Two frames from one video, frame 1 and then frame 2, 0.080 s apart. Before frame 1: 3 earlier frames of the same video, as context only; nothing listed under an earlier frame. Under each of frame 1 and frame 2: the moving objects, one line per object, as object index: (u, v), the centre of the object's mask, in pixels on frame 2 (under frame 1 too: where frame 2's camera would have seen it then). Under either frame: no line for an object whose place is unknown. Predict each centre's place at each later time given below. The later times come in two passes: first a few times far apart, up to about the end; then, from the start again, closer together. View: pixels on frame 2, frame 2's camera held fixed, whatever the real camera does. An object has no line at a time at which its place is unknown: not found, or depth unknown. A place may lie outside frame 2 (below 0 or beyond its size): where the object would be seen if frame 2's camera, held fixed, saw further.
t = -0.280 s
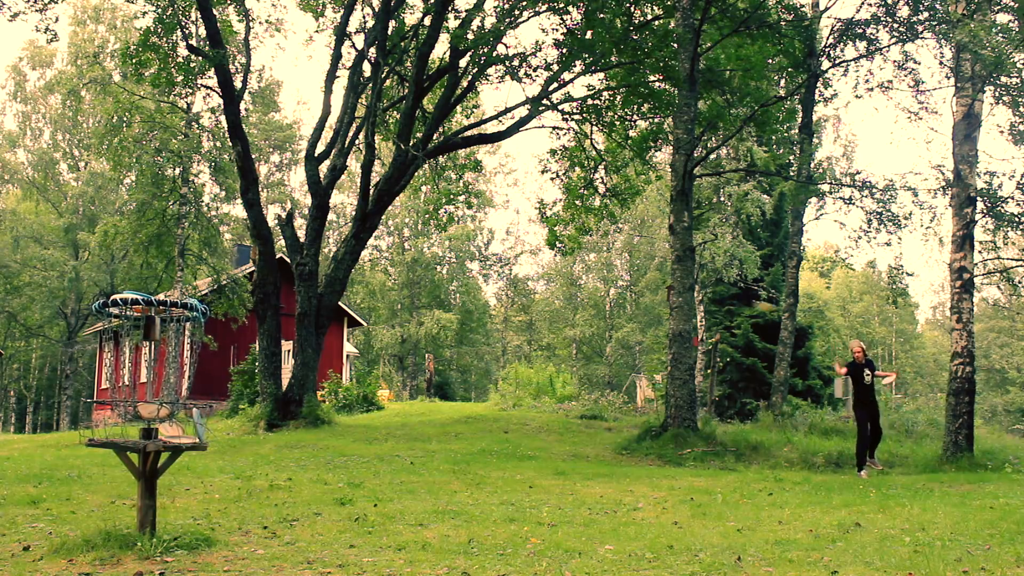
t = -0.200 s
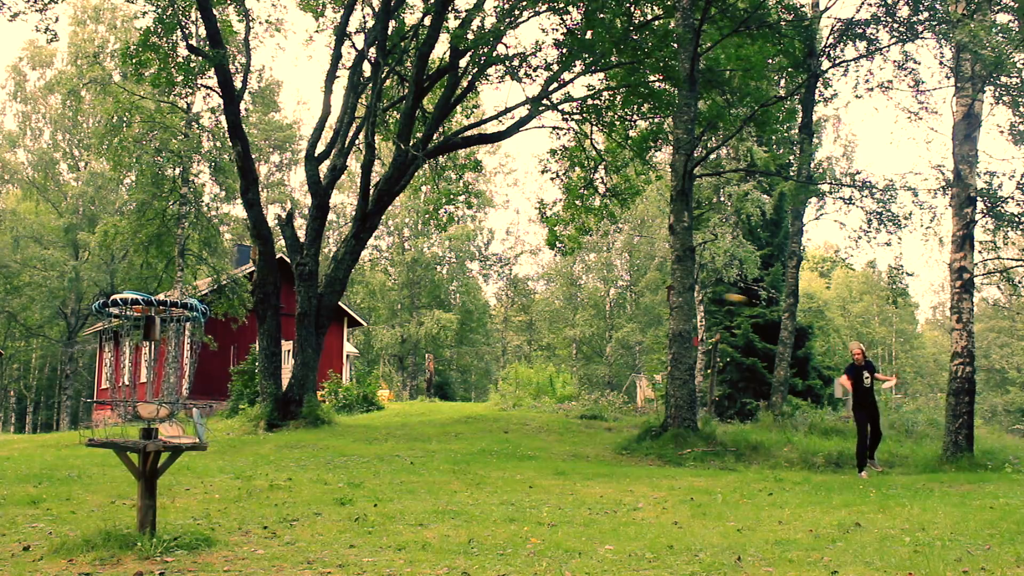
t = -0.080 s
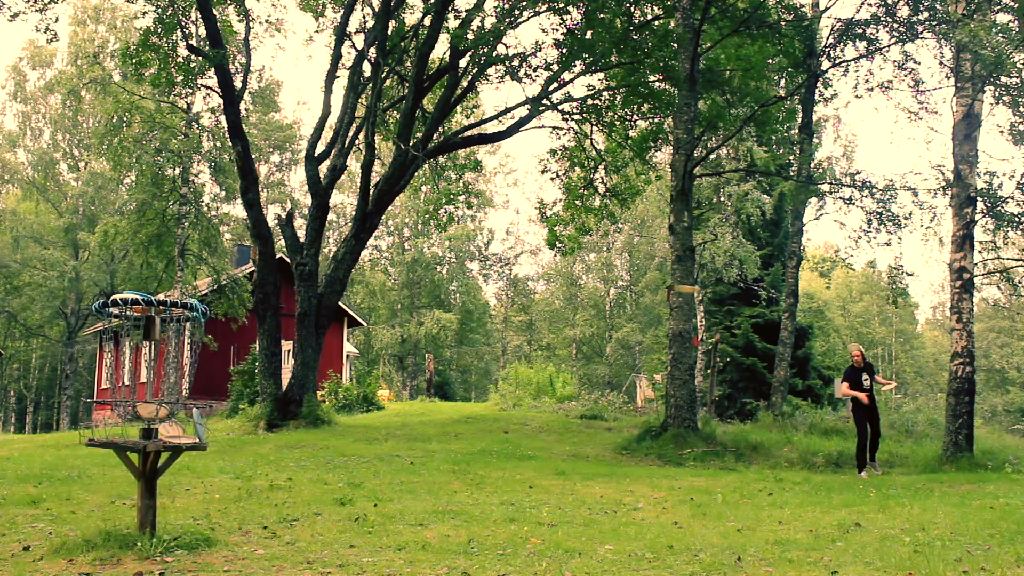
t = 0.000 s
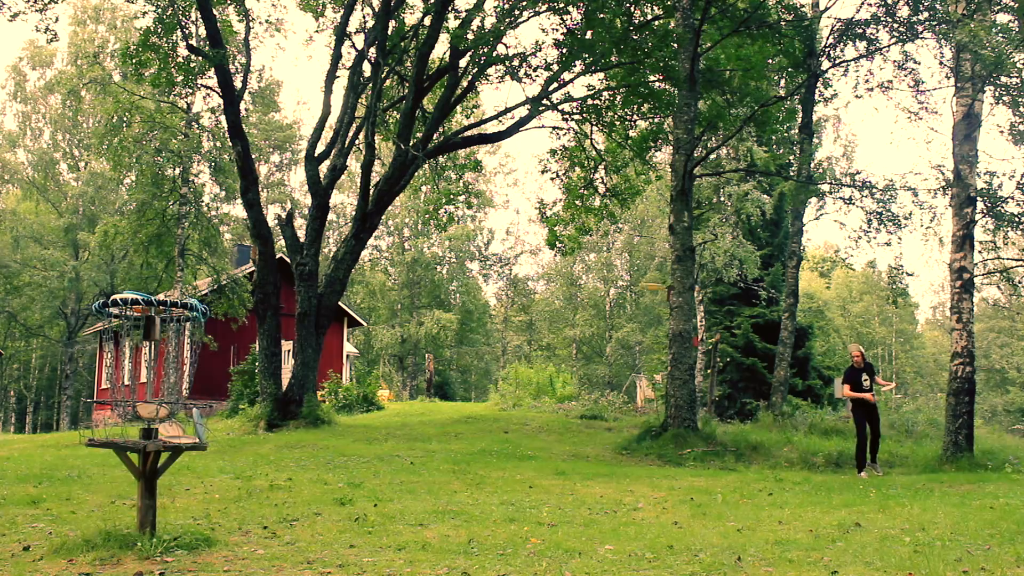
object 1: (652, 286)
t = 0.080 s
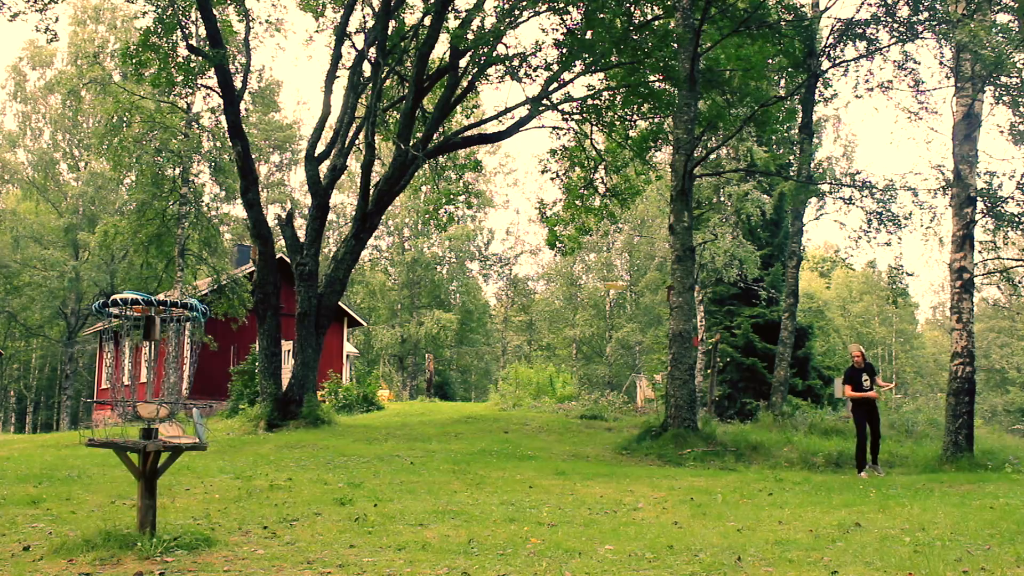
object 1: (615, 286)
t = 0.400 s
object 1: (431, 301)
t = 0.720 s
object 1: (196, 362)
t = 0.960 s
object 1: (151, 392)
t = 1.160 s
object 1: (158, 395)
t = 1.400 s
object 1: (164, 394)
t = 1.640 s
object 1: (170, 400)
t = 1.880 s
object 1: (161, 397)
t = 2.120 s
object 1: (160, 396)
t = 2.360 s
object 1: (159, 396)
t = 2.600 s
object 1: (162, 396)
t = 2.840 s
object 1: (165, 395)
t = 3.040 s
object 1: (165, 396)
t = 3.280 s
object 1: (163, 395)
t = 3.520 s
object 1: (151, 394)
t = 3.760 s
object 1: (163, 394)
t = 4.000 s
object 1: (164, 394)
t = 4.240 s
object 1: (165, 395)
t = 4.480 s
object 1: (163, 396)
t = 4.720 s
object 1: (160, 396)
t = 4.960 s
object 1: (160, 396)
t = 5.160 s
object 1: (161, 396)
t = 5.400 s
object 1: (154, 395)
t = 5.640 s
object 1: (163, 395)
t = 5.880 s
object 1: (163, 395)
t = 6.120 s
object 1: (161, 395)
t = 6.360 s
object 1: (153, 394)
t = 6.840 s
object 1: (154, 395)
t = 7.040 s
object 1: (157, 396)
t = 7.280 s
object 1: (154, 395)
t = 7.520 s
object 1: (156, 395)
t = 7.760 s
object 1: (152, 394)
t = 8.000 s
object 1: (153, 394)
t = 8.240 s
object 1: (152, 394)
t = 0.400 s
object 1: (431, 301)
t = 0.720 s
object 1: (196, 362)
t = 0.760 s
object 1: (179, 373)
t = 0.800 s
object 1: (168, 382)
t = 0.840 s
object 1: (159, 389)
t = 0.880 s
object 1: (158, 392)
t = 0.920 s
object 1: (155, 393)
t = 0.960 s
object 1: (151, 392)
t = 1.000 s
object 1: (150, 394)
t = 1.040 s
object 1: (157, 395)
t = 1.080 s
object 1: (156, 395)
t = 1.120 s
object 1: (158, 394)
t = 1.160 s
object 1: (158, 395)
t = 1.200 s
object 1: (149, 394)
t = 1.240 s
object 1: (150, 394)
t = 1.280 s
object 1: (151, 394)
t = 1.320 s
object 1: (153, 395)
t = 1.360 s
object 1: (162, 395)
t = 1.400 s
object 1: (164, 394)
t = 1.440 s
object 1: (164, 395)
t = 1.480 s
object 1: (166, 397)
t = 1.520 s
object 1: (162, 393)
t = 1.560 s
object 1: (171, 399)
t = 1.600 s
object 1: (171, 400)
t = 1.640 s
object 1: (170, 400)
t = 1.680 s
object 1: (173, 399)
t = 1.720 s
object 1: (170, 400)
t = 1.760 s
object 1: (165, 398)
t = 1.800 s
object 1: (164, 397)
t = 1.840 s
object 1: (163, 397)
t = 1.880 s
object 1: (161, 397)
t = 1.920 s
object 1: (160, 396)
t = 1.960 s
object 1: (160, 396)
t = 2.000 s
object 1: (160, 395)
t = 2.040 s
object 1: (160, 395)
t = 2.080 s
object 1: (159, 396)
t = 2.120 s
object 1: (160, 396)
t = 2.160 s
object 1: (157, 397)
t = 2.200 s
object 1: (158, 396)
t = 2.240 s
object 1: (158, 396)
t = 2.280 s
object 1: (157, 396)
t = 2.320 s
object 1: (158, 396)
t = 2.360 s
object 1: (159, 396)
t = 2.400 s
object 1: (158, 396)
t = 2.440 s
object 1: (152, 394)
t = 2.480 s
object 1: (161, 396)
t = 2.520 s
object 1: (163, 395)
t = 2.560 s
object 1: (161, 396)
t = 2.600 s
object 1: (162, 396)
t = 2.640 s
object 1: (155, 395)
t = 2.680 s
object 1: (155, 395)
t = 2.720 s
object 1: (155, 395)
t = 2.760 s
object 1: (156, 395)
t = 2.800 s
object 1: (165, 394)
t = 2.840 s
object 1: (165, 395)
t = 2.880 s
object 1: (166, 396)
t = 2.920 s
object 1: (165, 396)
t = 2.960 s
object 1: (165, 396)
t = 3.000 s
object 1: (165, 396)
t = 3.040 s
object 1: (165, 396)
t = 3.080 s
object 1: (164, 396)
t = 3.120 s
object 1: (164, 396)
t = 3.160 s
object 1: (164, 395)
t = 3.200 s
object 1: (163, 395)
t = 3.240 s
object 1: (160, 396)
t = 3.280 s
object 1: (163, 395)
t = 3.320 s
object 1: (163, 395)
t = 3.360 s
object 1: (160, 396)
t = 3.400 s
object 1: (159, 396)
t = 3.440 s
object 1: (153, 395)
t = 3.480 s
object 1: (152, 394)
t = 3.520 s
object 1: (151, 394)
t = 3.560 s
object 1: (151, 394)
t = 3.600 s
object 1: (151, 394)
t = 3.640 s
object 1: (151, 394)
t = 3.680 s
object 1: (160, 395)
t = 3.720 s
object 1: (163, 394)
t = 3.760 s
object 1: (163, 394)
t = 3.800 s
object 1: (164, 394)
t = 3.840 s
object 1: (164, 394)
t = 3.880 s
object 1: (163, 394)
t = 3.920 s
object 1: (164, 395)
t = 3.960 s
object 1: (153, 394)
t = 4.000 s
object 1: (164, 394)
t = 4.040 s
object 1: (163, 395)
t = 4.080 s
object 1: (163, 395)
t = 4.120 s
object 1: (165, 395)
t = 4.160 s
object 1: (165, 395)
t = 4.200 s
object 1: (165, 395)
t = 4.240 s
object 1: (165, 395)
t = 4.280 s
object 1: (164, 395)
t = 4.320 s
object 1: (165, 396)
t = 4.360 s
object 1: (165, 395)
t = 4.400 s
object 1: (163, 396)
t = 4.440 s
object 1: (163, 395)
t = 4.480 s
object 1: (163, 396)
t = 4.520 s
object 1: (163, 395)
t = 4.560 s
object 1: (161, 396)
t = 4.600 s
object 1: (163, 396)
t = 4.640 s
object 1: (163, 395)
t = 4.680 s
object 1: (161, 396)
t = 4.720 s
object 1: (160, 396)
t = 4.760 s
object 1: (160, 396)
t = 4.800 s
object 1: (160, 396)
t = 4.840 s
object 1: (160, 396)
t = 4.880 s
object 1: (161, 396)
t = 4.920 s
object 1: (160, 396)
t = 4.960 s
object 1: (160, 396)
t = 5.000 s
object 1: (160, 396)
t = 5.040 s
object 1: (160, 396)
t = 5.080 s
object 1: (161, 396)
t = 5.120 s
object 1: (153, 394)
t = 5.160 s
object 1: (161, 396)
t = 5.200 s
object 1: (163, 395)
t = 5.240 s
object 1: (162, 396)
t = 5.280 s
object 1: (153, 394)
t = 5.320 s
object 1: (154, 395)
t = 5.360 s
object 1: (153, 394)
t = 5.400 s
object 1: (154, 395)
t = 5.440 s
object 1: (155, 395)
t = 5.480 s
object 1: (155, 395)
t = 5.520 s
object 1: (154, 394)
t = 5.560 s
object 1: (154, 394)
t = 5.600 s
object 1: (162, 395)
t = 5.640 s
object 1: (163, 395)
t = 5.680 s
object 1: (161, 396)
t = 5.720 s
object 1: (163, 395)
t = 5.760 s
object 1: (162, 395)
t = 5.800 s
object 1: (164, 395)
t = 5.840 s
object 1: (163, 395)
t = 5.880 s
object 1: (163, 395)
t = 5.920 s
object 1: (154, 395)
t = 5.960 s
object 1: (161, 395)
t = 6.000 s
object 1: (155, 395)
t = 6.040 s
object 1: (161, 395)
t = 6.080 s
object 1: (161, 395)
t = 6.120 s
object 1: (161, 395)
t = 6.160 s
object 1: (152, 394)
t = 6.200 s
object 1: (159, 396)
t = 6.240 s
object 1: (153, 395)
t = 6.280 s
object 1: (153, 395)
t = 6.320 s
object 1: (153, 394)
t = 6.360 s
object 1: (153, 394)
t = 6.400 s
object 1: (153, 394)
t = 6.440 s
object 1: (155, 395)
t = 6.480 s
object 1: (154, 395)
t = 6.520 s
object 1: (156, 395)
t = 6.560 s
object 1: (152, 394)
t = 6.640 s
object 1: (160, 396)
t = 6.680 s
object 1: (159, 396)
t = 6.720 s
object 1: (160, 396)
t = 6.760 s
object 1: (153, 394)
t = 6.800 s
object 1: (153, 394)
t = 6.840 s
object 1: (154, 395)
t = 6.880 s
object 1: (154, 395)
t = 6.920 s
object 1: (159, 396)
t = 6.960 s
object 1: (161, 395)
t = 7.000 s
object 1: (152, 394)
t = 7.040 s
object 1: (157, 396)
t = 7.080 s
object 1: (152, 394)
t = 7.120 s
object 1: (156, 396)
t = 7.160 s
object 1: (155, 395)
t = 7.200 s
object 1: (155, 395)
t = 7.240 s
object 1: (154, 395)
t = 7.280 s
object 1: (154, 395)
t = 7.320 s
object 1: (154, 395)
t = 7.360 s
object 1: (154, 395)
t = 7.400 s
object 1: (154, 395)
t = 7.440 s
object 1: (154, 395)
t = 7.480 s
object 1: (155, 395)
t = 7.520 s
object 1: (156, 395)
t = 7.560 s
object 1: (156, 395)
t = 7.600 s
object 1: (156, 395)
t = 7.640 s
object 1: (156, 395)
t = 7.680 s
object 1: (152, 394)
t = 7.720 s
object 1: (152, 394)
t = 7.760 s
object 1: (152, 394)
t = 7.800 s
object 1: (158, 396)
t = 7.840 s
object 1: (153, 394)
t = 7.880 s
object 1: (153, 394)
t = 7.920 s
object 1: (153, 394)
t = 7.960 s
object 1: (153, 394)
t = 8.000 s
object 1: (153, 394)
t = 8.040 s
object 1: (153, 394)
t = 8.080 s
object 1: (153, 394)
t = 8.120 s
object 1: (152, 394)
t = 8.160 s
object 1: (152, 394)
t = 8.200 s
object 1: (152, 394)
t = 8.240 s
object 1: (152, 394)
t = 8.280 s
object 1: (152, 394)
